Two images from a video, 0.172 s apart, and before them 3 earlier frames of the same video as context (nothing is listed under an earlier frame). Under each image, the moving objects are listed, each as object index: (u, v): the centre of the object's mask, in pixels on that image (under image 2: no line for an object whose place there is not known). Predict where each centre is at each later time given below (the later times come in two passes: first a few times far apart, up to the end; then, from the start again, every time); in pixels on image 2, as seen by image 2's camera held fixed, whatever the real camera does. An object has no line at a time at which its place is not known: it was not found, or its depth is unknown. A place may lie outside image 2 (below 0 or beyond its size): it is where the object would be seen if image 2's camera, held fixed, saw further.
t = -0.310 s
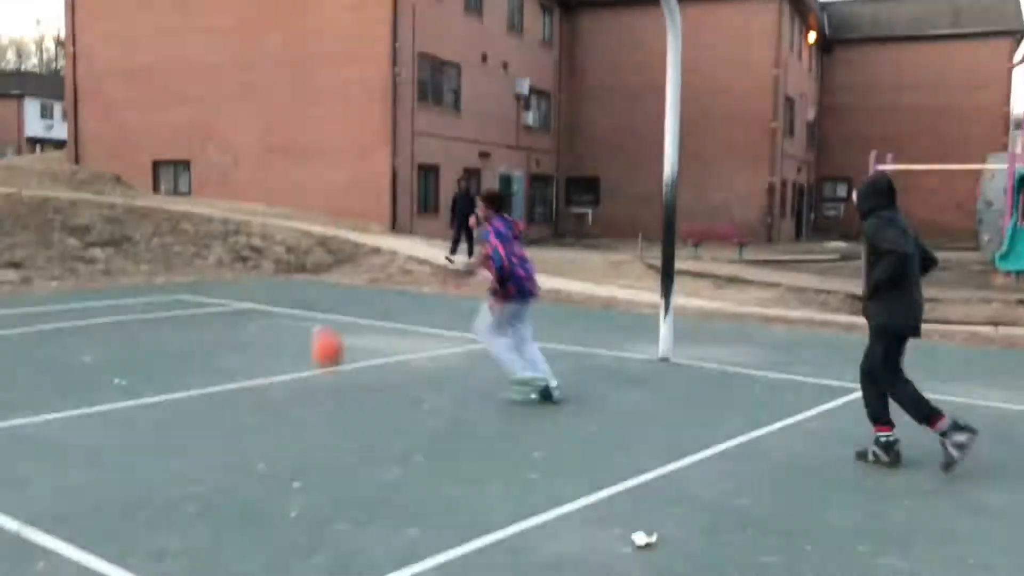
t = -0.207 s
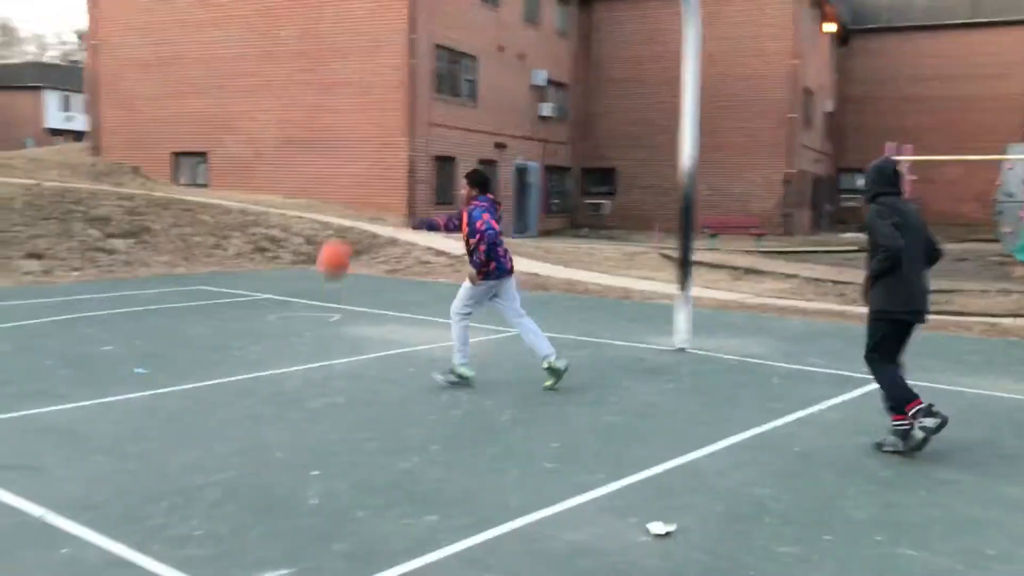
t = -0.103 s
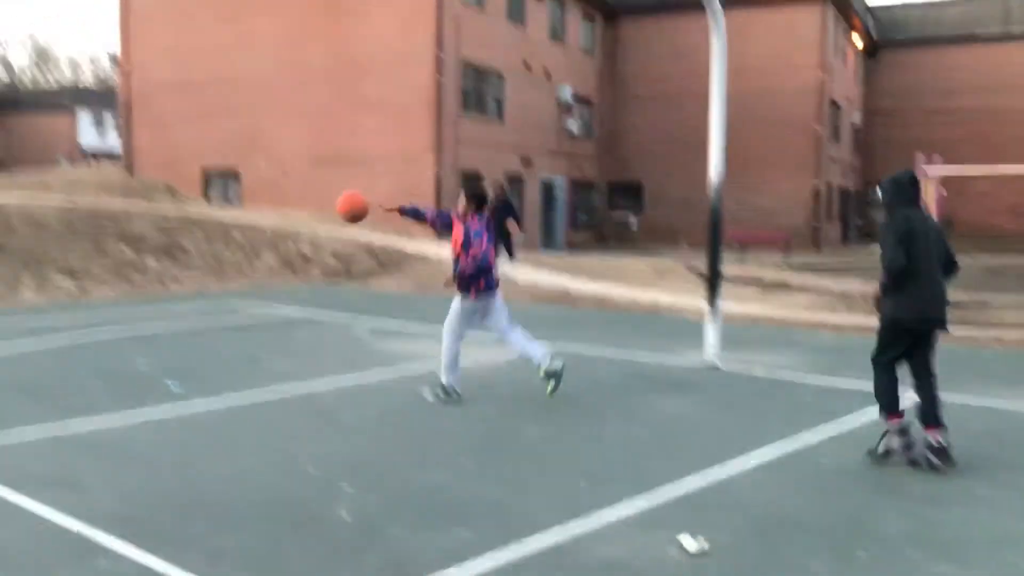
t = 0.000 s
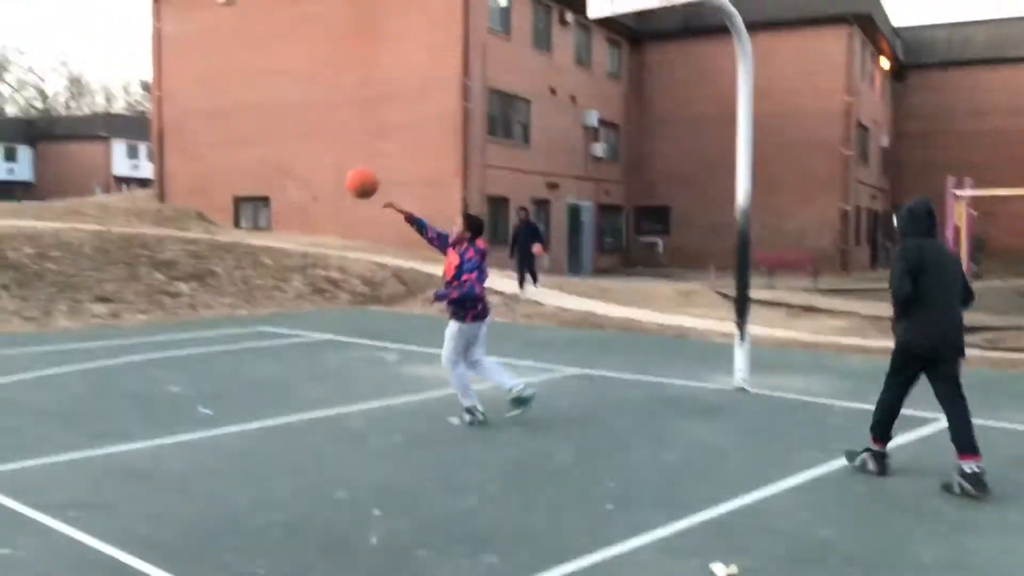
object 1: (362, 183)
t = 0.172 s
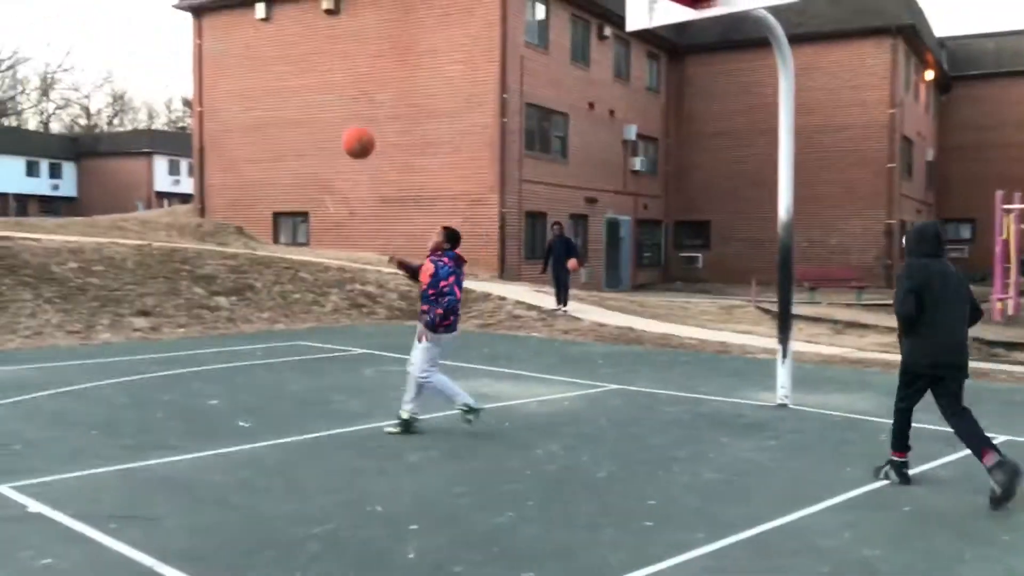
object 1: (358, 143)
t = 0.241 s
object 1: (344, 136)
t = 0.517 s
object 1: (287, 171)
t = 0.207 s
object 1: (351, 138)
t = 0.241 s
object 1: (344, 136)
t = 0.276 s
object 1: (336, 135)
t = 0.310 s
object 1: (329, 135)
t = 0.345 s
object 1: (322, 137)
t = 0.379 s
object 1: (315, 141)
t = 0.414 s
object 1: (307, 147)
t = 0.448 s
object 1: (300, 154)
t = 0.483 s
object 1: (294, 162)
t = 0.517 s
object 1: (287, 171)
